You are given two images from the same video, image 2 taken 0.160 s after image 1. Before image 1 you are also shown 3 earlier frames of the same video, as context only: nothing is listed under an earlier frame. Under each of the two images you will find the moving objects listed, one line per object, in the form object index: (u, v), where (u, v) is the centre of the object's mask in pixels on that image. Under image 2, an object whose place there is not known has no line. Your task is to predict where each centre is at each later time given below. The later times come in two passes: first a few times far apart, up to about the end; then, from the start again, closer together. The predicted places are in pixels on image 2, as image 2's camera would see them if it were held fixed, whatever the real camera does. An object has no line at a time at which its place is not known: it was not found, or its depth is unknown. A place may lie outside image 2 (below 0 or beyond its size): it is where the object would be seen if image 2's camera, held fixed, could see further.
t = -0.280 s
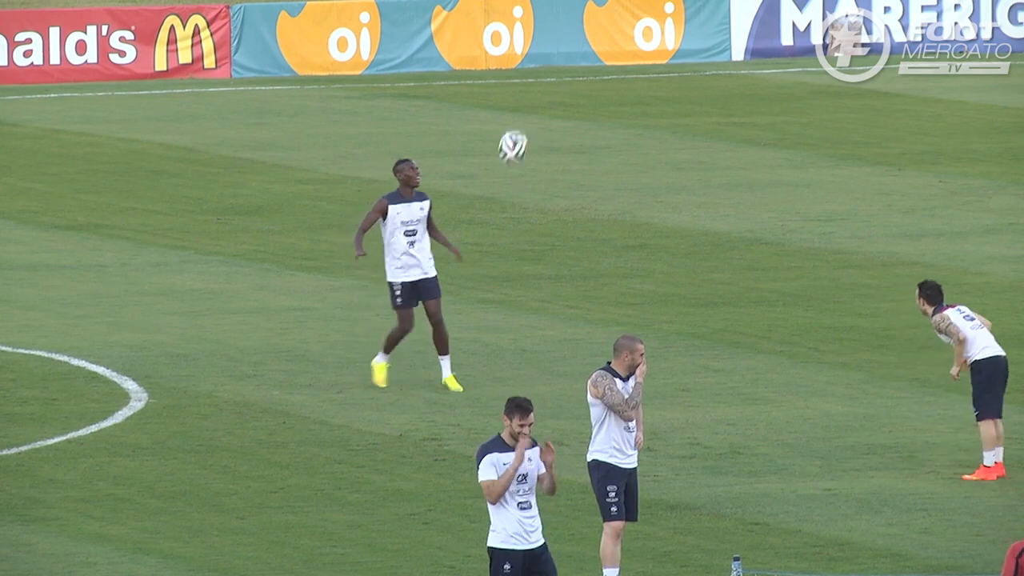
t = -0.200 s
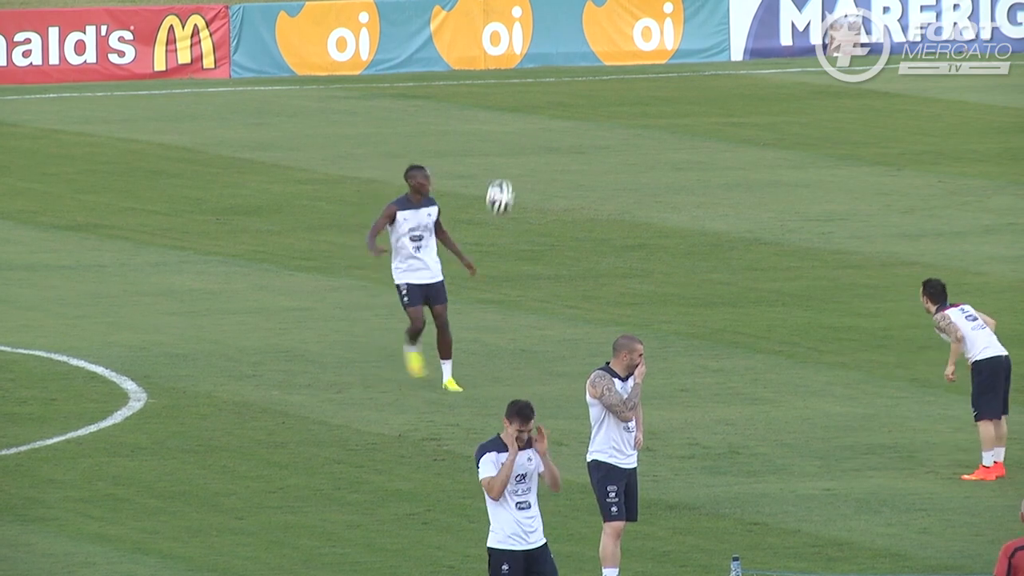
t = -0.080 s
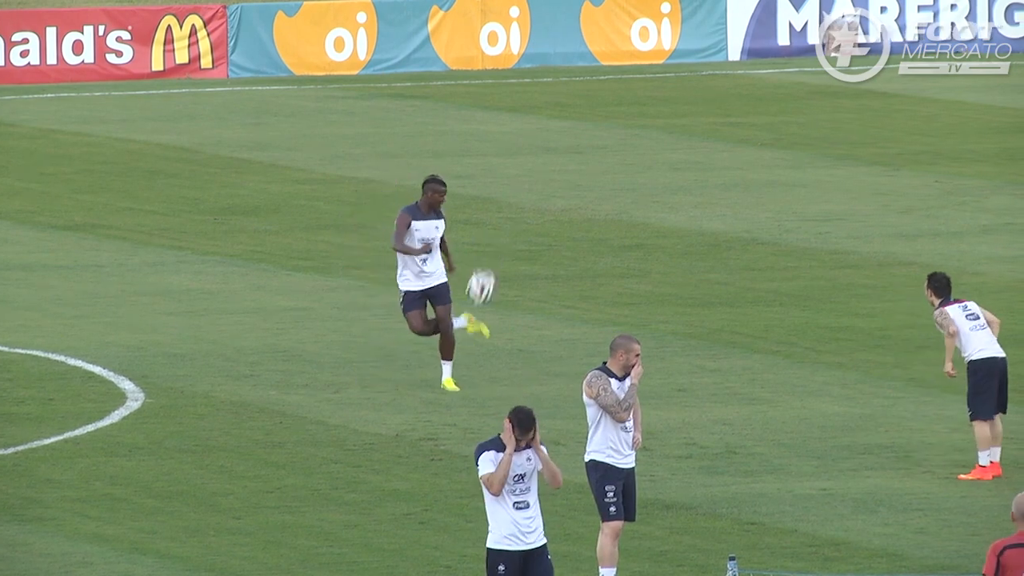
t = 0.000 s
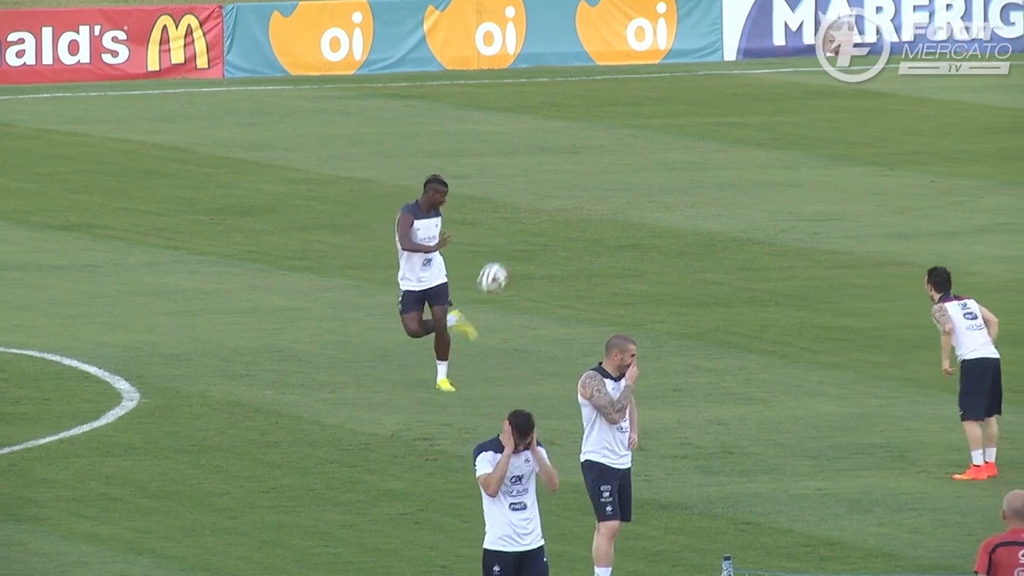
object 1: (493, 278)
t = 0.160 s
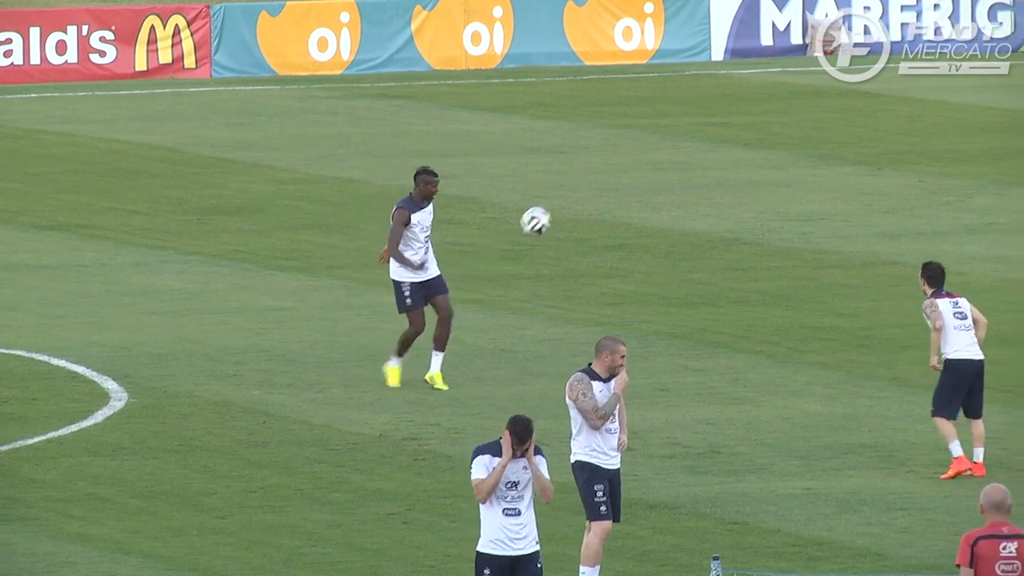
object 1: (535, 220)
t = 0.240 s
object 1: (562, 204)
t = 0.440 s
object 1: (629, 195)
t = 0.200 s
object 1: (549, 211)
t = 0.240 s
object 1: (562, 204)
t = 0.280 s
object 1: (575, 198)
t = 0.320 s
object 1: (589, 195)
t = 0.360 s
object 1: (602, 193)
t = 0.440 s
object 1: (629, 195)
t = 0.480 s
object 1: (643, 199)
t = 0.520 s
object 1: (656, 205)
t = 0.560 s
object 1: (670, 213)
